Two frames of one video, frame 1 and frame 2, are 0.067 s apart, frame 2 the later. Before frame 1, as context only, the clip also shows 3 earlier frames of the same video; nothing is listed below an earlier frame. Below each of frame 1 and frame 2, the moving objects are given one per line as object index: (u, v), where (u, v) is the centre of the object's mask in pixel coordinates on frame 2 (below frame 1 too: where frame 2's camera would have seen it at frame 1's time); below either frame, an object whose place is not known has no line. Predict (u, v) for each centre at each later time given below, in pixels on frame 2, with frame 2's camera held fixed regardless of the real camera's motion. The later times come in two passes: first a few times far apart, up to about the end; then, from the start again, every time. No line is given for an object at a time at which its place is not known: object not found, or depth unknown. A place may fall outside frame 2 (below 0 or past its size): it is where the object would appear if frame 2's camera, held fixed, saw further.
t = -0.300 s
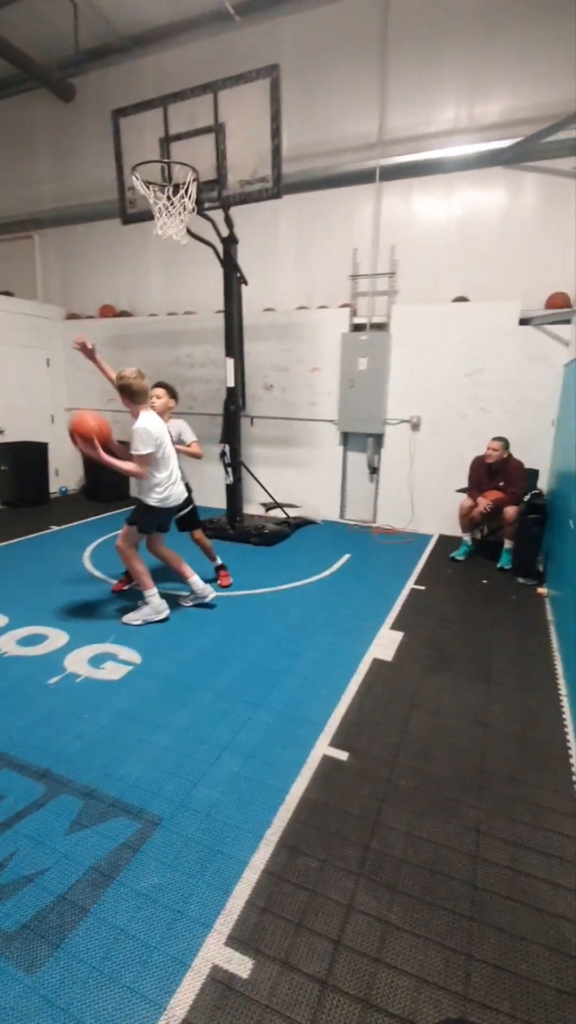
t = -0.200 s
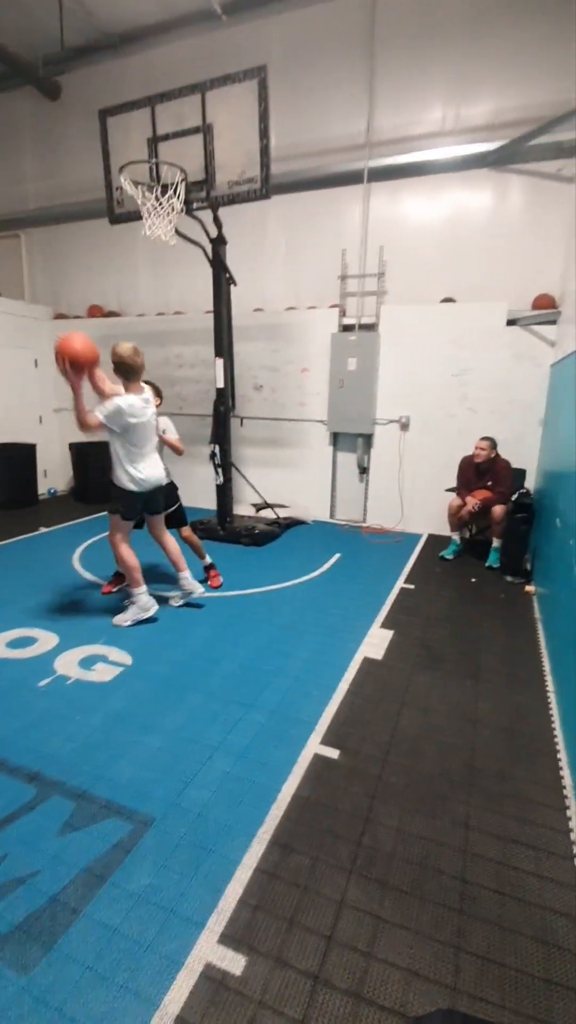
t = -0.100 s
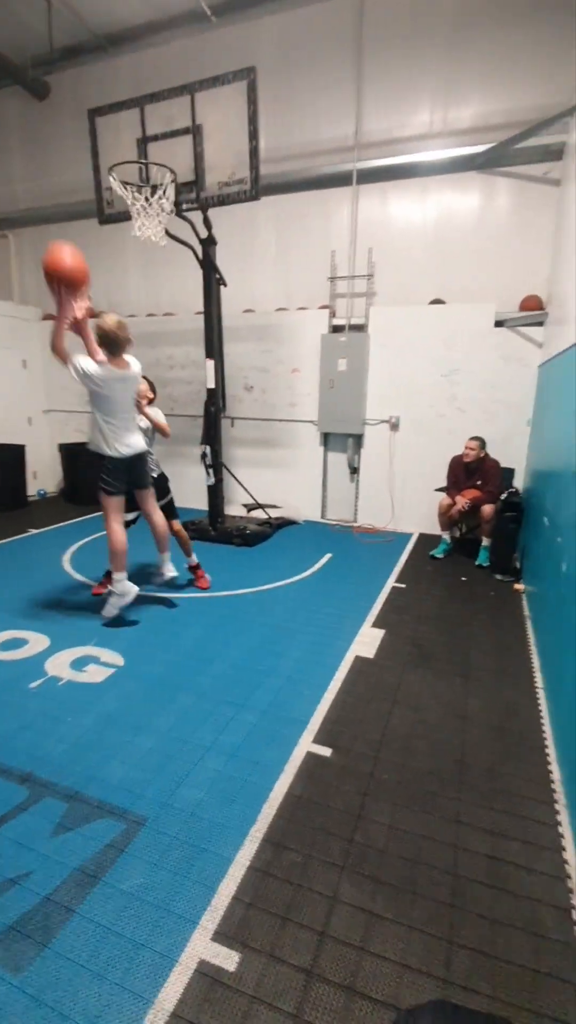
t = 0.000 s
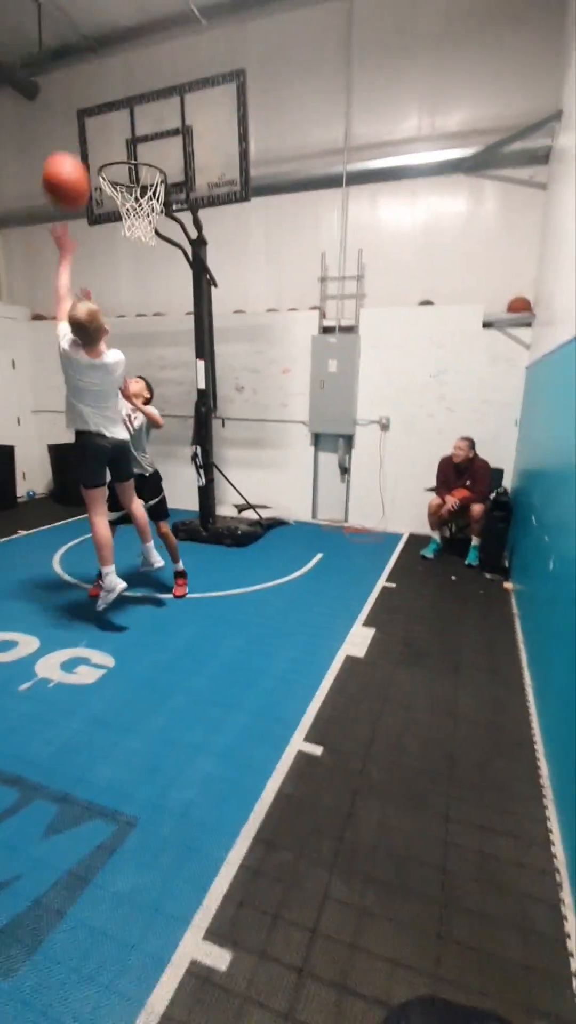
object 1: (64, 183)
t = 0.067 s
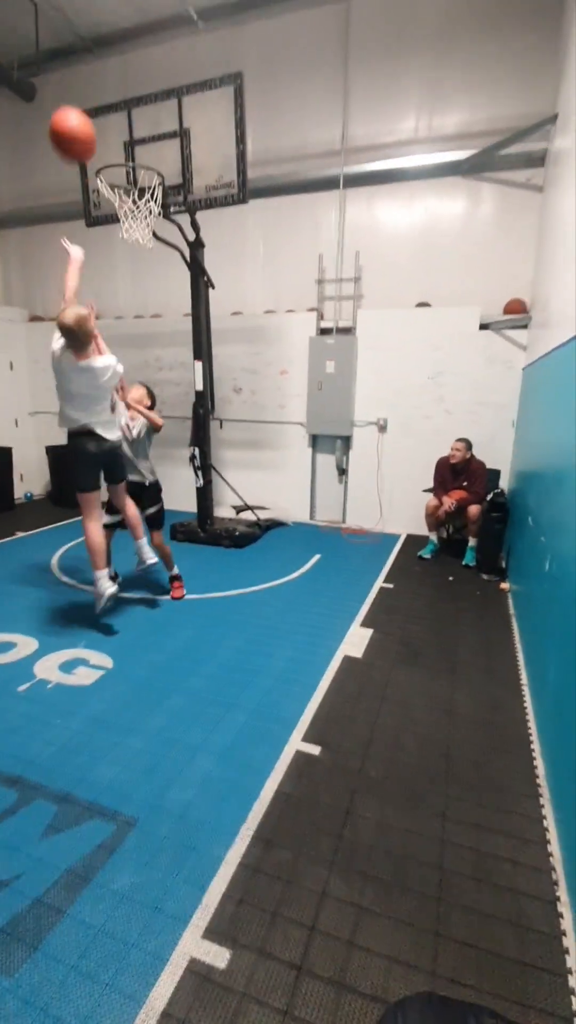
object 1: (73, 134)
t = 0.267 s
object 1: (101, 47)
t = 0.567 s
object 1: (139, 61)
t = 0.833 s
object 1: (175, 157)
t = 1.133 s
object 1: (231, 214)
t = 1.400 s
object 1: (278, 362)
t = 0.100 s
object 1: (77, 113)
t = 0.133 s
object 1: (82, 94)
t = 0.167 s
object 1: (87, 78)
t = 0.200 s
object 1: (92, 65)
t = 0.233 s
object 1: (96, 55)
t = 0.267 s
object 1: (101, 47)
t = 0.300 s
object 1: (105, 41)
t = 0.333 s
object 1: (110, 38)
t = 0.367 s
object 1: (114, 35)
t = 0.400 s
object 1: (118, 34)
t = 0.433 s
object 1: (122, 35)
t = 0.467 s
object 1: (126, 38)
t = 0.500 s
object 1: (131, 45)
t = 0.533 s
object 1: (135, 52)
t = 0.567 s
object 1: (139, 61)
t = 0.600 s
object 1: (143, 73)
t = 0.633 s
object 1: (147, 84)
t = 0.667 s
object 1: (152, 98)
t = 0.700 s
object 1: (155, 113)
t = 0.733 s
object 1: (159, 128)
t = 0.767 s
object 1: (163, 146)
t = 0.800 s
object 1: (170, 159)
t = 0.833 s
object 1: (175, 157)
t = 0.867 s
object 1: (180, 157)
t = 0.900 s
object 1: (187, 159)
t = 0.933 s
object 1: (193, 162)
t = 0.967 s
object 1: (199, 167)
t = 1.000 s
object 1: (206, 174)
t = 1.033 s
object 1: (213, 182)
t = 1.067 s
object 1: (219, 191)
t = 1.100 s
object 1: (224, 201)
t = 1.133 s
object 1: (231, 214)
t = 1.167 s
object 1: (238, 229)
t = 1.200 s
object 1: (243, 244)
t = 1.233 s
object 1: (250, 261)
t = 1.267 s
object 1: (256, 279)
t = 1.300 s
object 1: (263, 299)
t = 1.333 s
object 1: (268, 319)
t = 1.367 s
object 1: (273, 340)
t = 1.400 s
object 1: (278, 362)
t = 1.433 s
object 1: (283, 385)
